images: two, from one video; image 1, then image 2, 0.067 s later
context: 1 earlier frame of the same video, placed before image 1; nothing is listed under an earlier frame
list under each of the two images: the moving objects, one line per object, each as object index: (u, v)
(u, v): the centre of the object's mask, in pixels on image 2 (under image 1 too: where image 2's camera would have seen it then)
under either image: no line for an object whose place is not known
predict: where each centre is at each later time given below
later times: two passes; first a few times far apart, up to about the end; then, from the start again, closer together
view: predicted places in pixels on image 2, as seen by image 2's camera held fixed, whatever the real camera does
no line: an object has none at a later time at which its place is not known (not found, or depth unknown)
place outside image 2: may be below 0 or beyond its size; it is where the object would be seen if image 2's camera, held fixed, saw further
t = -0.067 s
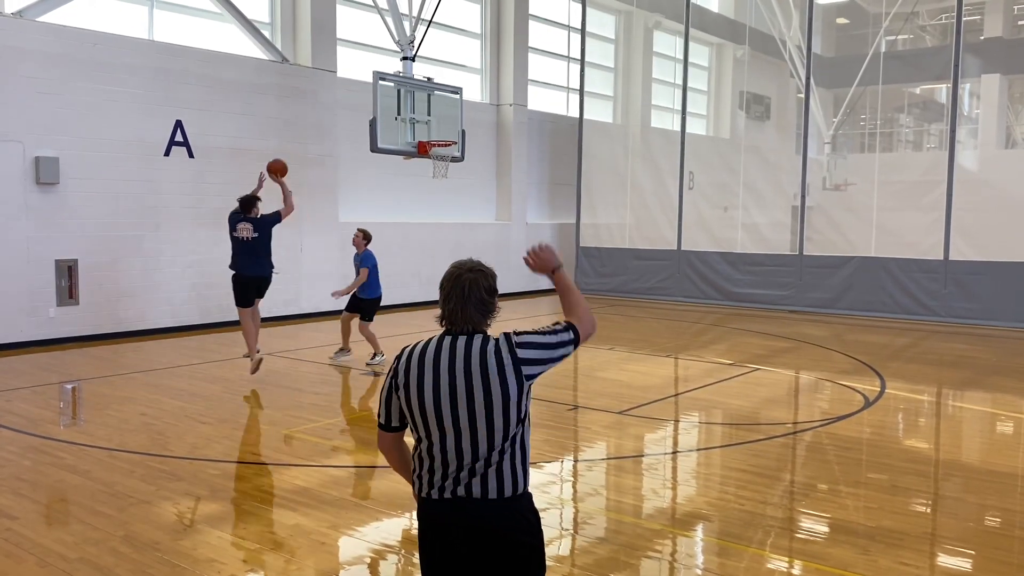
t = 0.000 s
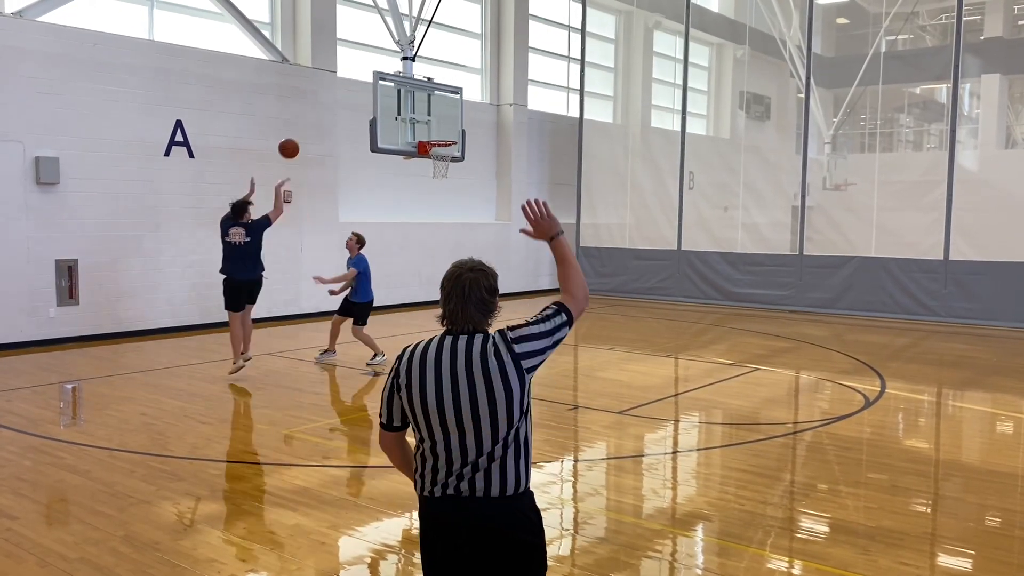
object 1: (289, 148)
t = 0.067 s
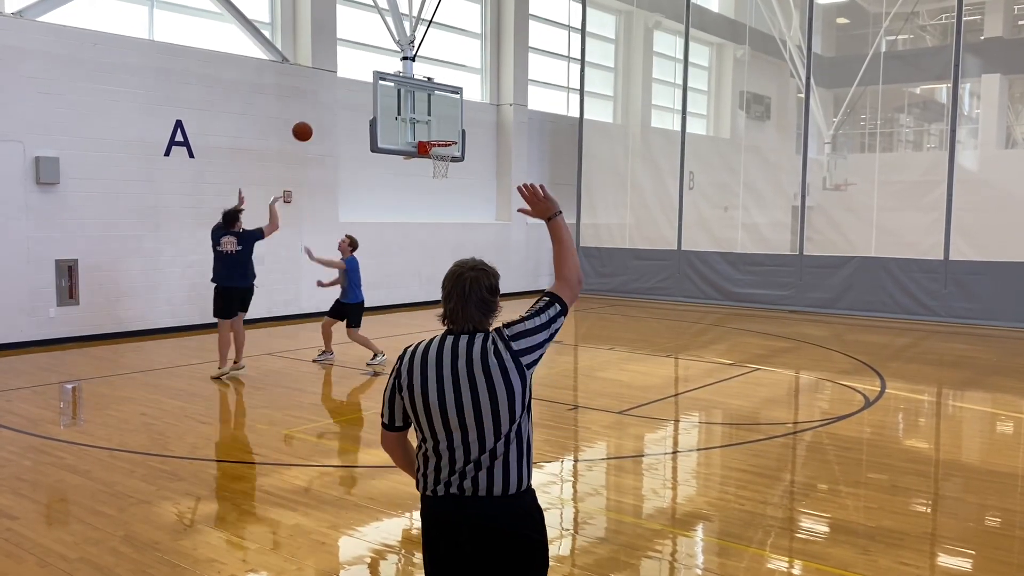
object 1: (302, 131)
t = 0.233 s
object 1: (334, 107)
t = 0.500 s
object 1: (379, 114)
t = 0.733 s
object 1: (404, 129)
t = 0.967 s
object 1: (431, 183)
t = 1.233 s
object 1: (461, 293)
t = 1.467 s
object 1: (480, 313)
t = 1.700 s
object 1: (491, 244)
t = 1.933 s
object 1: (502, 213)
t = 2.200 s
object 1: (513, 230)
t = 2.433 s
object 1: (523, 290)
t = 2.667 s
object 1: (534, 357)
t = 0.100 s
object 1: (309, 125)
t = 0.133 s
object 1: (315, 119)
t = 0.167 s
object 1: (322, 114)
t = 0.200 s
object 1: (328, 110)
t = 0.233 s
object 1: (334, 107)
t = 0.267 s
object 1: (340, 105)
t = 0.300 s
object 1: (346, 104)
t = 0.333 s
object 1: (352, 104)
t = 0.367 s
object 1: (357, 104)
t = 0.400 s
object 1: (363, 106)
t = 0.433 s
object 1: (368, 108)
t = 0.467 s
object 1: (373, 110)
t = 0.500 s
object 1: (379, 114)
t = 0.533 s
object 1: (382, 114)
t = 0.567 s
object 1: (386, 114)
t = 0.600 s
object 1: (390, 115)
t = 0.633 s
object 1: (393, 118)
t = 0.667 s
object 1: (397, 120)
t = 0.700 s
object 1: (401, 124)
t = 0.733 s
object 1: (404, 129)
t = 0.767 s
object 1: (408, 134)
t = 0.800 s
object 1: (412, 140)
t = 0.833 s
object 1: (414, 147)
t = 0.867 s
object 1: (420, 155)
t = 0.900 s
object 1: (423, 164)
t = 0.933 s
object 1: (427, 173)
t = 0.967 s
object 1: (431, 183)
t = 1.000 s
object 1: (435, 194)
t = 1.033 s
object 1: (438, 206)
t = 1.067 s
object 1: (442, 218)
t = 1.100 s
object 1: (446, 232)
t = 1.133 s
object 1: (450, 246)
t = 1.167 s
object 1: (454, 261)
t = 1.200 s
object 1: (457, 277)
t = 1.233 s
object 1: (461, 293)
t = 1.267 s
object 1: (465, 310)
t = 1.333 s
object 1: (472, 348)
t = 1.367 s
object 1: (475, 354)
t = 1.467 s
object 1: (480, 313)
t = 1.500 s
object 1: (482, 301)
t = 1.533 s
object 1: (483, 289)
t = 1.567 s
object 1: (485, 278)
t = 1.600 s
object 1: (486, 269)
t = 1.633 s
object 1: (488, 259)
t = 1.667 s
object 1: (490, 251)
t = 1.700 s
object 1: (491, 244)
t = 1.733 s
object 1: (493, 237)
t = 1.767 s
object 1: (494, 231)
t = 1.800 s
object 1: (496, 226)
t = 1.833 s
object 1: (497, 221)
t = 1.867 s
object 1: (499, 218)
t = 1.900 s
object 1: (500, 215)
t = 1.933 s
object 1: (502, 213)
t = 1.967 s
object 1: (503, 212)
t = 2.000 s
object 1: (505, 212)
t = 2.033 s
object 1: (506, 213)
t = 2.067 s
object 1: (508, 215)
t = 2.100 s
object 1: (509, 217)
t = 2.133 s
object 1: (511, 220)
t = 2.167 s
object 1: (512, 225)
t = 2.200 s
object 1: (513, 230)
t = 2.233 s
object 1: (515, 236)
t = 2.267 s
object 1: (516, 243)
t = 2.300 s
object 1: (518, 250)
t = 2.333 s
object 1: (519, 259)
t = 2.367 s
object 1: (520, 268)
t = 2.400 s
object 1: (522, 279)
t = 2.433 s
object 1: (523, 290)
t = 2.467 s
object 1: (524, 303)
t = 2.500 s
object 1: (526, 315)
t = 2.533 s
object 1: (527, 329)
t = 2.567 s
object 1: (528, 344)
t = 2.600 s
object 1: (530, 359)
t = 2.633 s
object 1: (531, 368)
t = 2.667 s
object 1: (534, 357)
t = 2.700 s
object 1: (537, 345)
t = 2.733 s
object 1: (540, 334)
